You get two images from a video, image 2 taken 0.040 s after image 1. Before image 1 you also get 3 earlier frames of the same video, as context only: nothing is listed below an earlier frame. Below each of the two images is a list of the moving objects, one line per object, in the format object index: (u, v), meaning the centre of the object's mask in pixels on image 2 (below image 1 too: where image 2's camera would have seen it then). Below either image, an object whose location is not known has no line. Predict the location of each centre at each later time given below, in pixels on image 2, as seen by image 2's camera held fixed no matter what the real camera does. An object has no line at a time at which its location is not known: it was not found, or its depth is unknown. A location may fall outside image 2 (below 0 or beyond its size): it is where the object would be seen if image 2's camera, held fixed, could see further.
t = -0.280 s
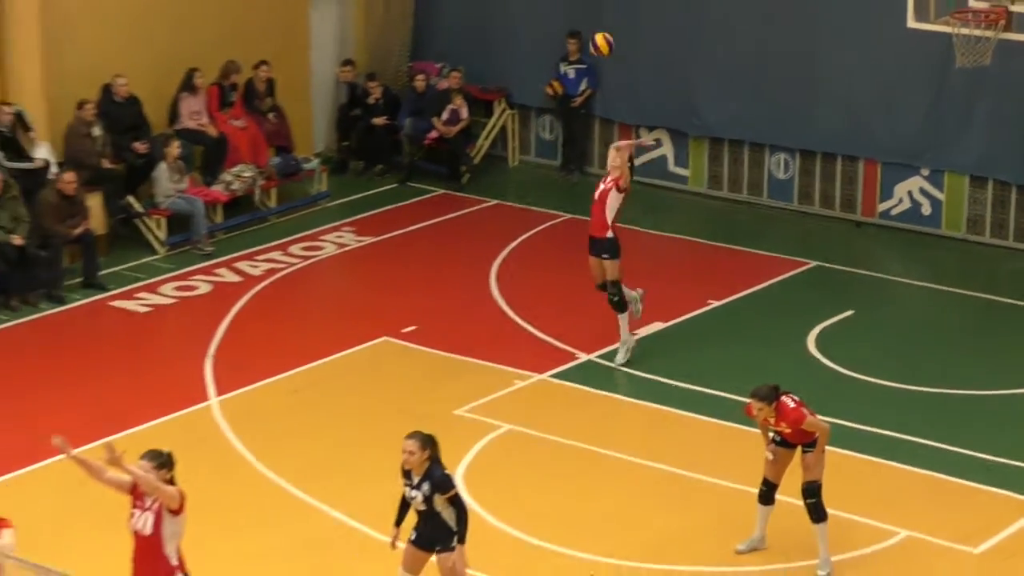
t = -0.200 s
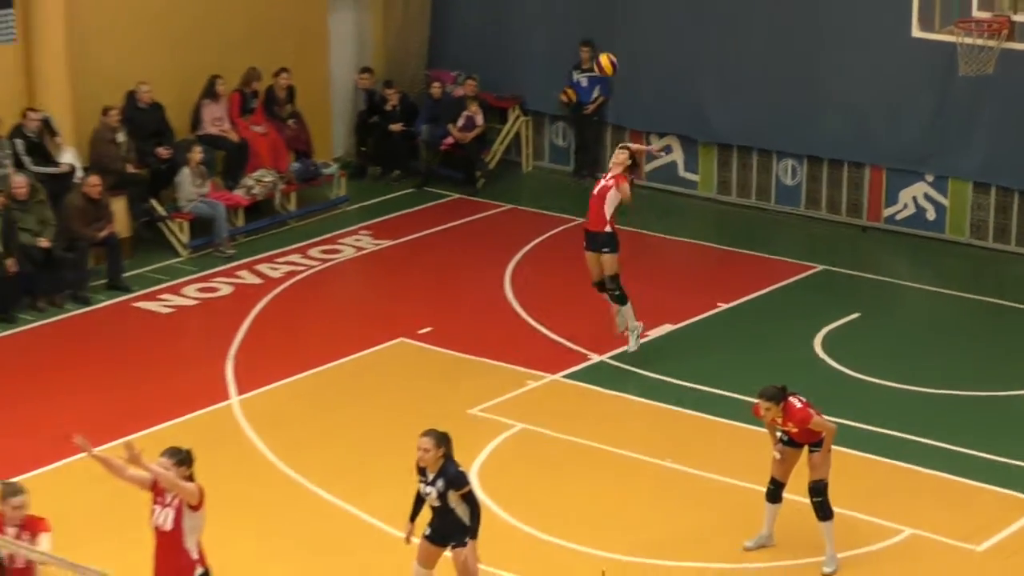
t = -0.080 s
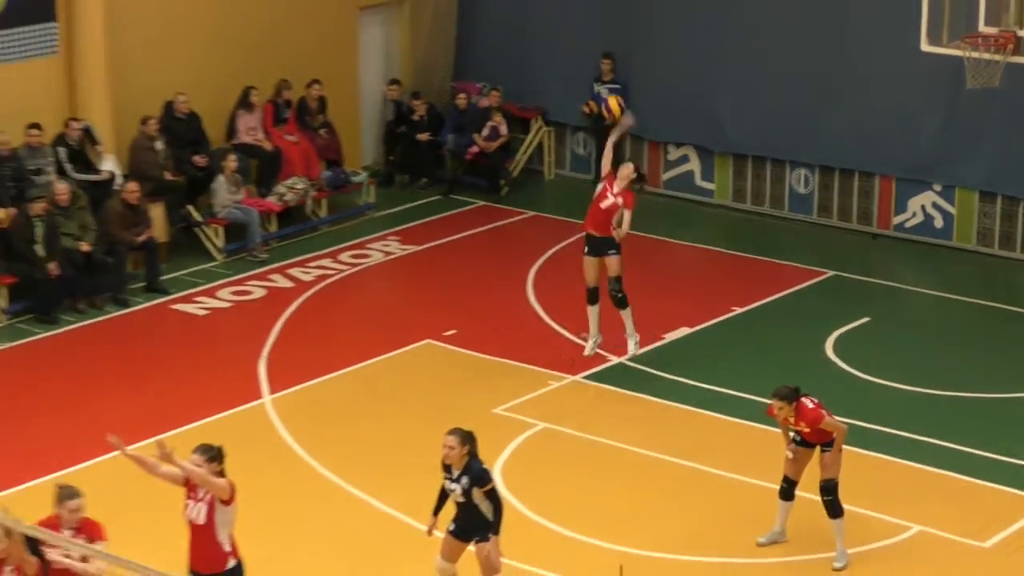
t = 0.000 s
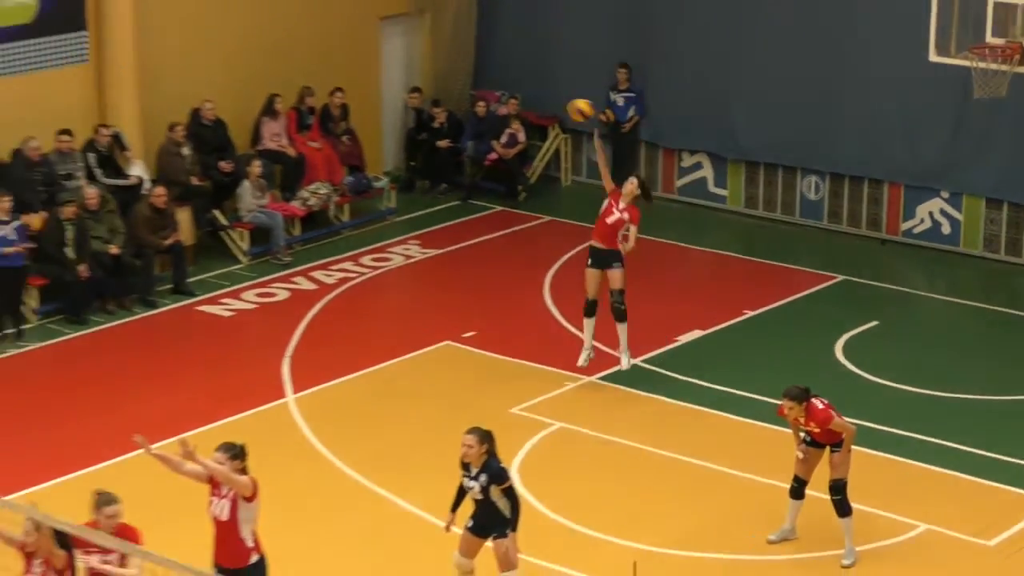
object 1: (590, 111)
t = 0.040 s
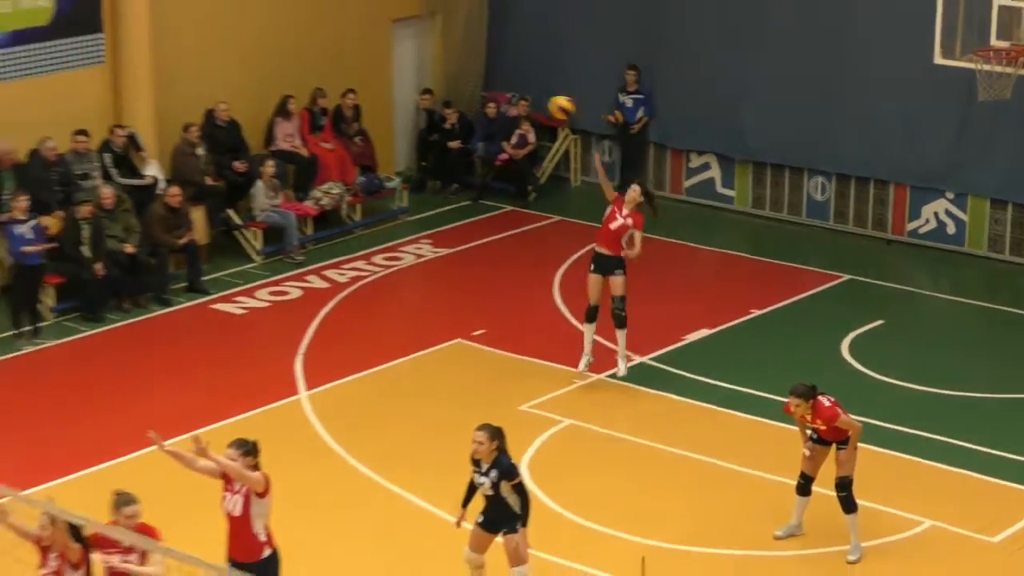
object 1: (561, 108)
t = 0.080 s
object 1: (530, 105)
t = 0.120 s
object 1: (499, 105)
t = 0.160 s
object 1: (465, 107)
